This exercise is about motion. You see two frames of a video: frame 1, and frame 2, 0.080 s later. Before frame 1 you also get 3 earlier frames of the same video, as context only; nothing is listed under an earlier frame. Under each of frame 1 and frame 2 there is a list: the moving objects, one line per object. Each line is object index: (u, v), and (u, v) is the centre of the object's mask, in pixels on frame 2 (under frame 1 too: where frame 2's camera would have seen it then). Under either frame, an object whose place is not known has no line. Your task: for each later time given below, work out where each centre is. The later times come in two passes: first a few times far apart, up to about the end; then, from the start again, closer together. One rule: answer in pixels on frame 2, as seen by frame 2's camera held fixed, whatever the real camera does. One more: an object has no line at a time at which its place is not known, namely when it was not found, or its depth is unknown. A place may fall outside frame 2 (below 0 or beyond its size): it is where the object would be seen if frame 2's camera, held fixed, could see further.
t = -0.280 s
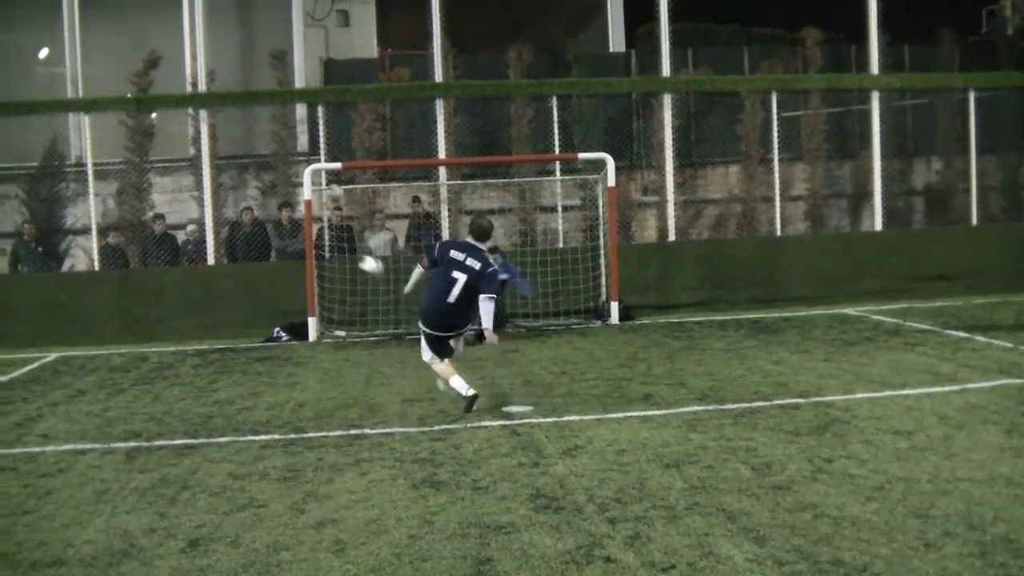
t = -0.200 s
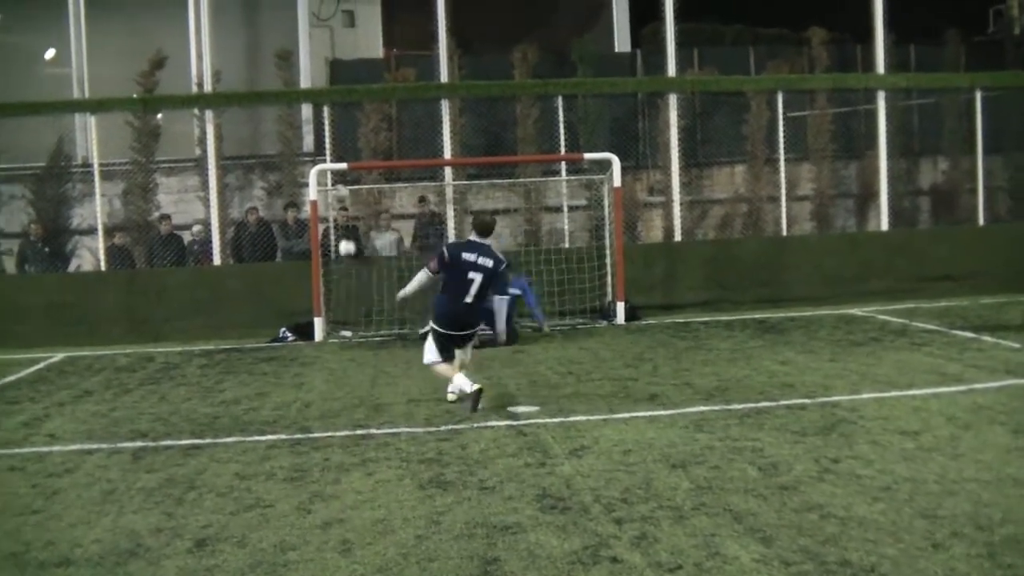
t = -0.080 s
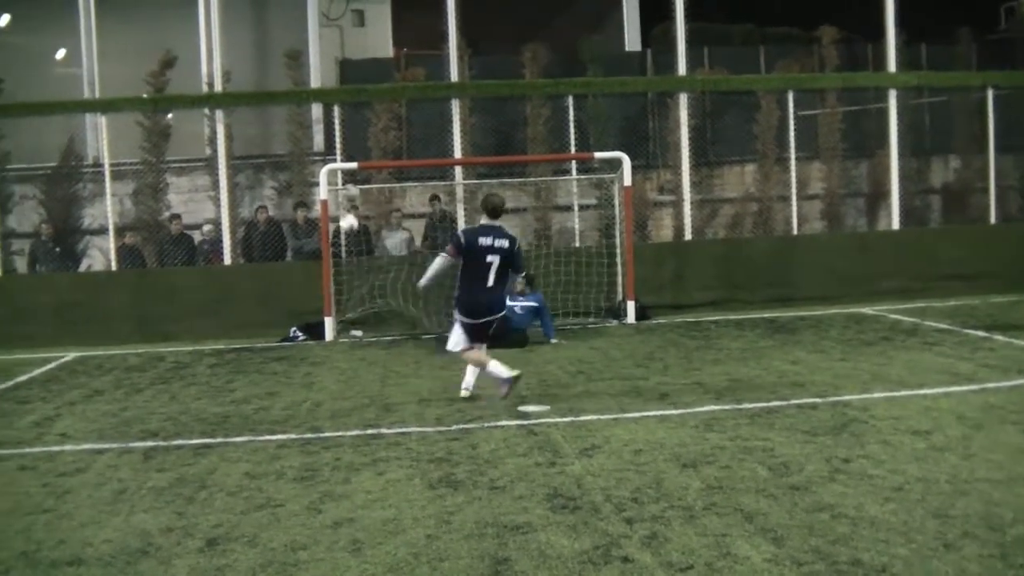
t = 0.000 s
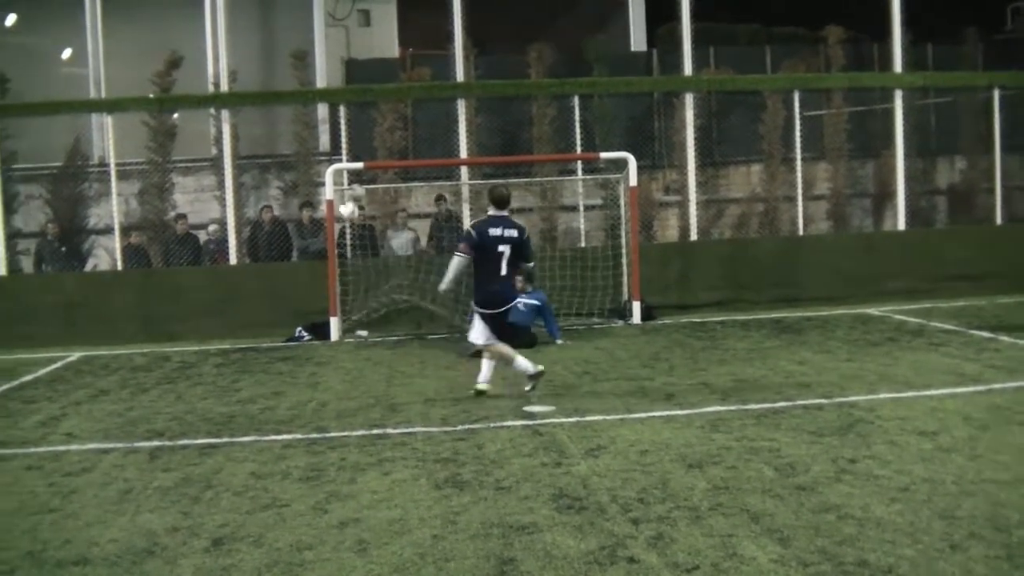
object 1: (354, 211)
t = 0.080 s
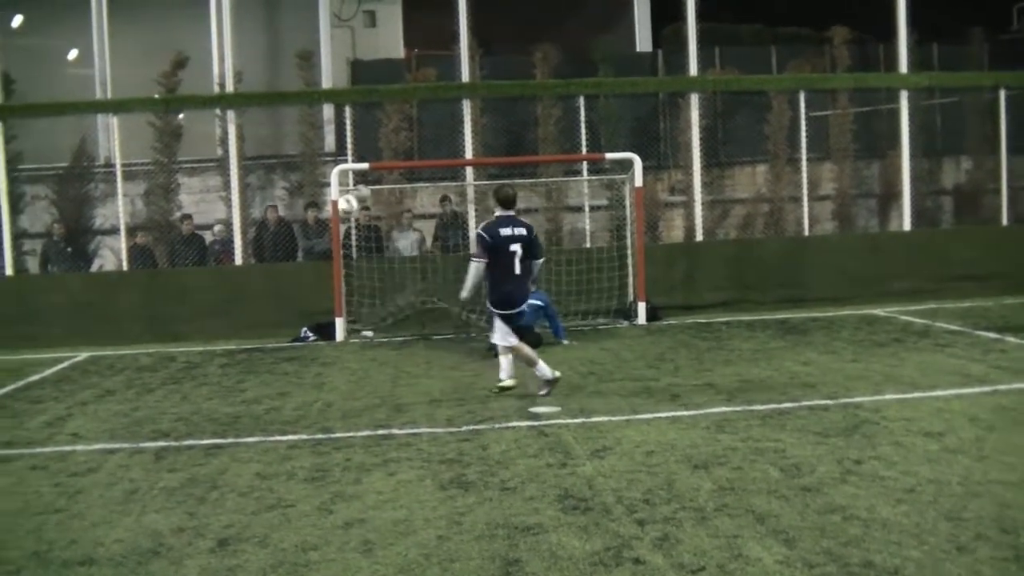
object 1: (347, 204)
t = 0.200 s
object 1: (337, 200)
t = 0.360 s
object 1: (321, 221)
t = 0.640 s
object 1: (289, 341)
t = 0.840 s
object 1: (257, 404)
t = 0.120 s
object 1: (343, 201)
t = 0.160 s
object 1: (342, 202)
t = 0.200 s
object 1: (337, 200)
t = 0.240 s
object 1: (333, 202)
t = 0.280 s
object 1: (330, 206)
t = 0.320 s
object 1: (326, 213)
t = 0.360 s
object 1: (321, 221)
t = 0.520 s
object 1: (304, 272)
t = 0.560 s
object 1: (299, 293)
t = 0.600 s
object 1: (294, 316)
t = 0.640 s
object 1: (289, 341)
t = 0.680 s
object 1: (283, 371)
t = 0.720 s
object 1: (278, 406)
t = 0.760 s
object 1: (271, 432)
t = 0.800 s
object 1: (264, 417)
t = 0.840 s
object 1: (257, 404)
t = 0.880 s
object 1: (250, 392)
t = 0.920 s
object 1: (242, 382)
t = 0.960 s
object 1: (234, 374)
